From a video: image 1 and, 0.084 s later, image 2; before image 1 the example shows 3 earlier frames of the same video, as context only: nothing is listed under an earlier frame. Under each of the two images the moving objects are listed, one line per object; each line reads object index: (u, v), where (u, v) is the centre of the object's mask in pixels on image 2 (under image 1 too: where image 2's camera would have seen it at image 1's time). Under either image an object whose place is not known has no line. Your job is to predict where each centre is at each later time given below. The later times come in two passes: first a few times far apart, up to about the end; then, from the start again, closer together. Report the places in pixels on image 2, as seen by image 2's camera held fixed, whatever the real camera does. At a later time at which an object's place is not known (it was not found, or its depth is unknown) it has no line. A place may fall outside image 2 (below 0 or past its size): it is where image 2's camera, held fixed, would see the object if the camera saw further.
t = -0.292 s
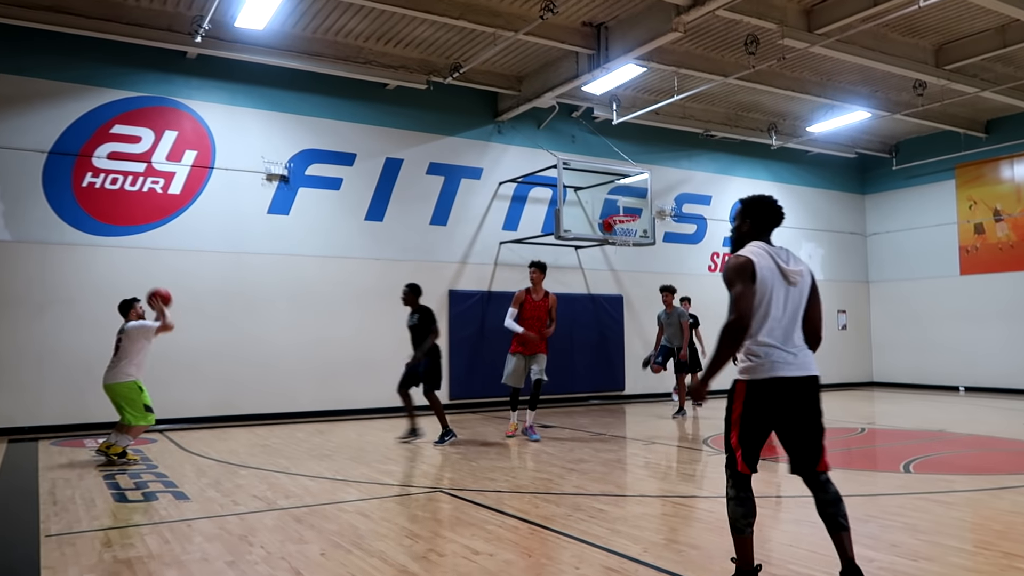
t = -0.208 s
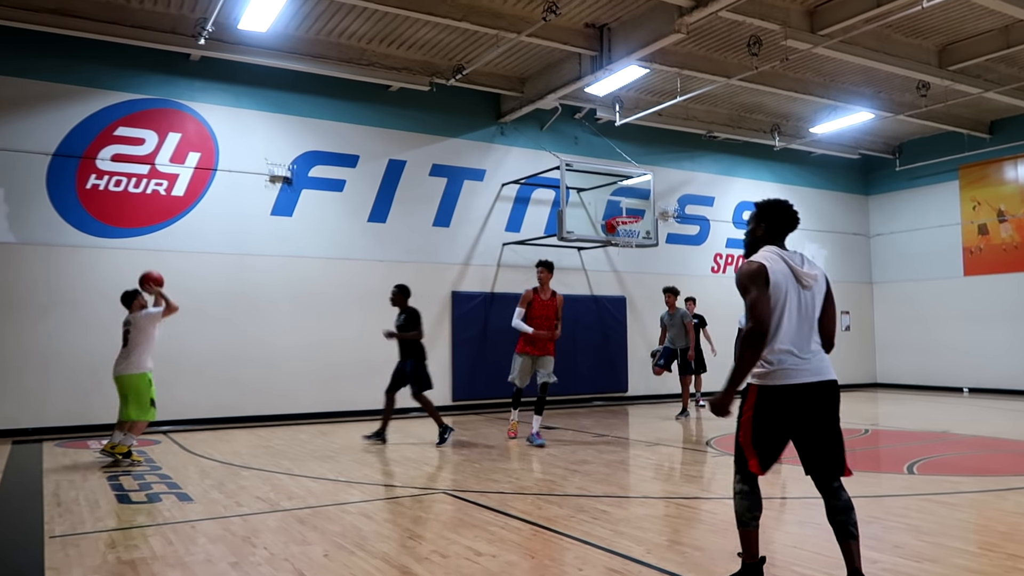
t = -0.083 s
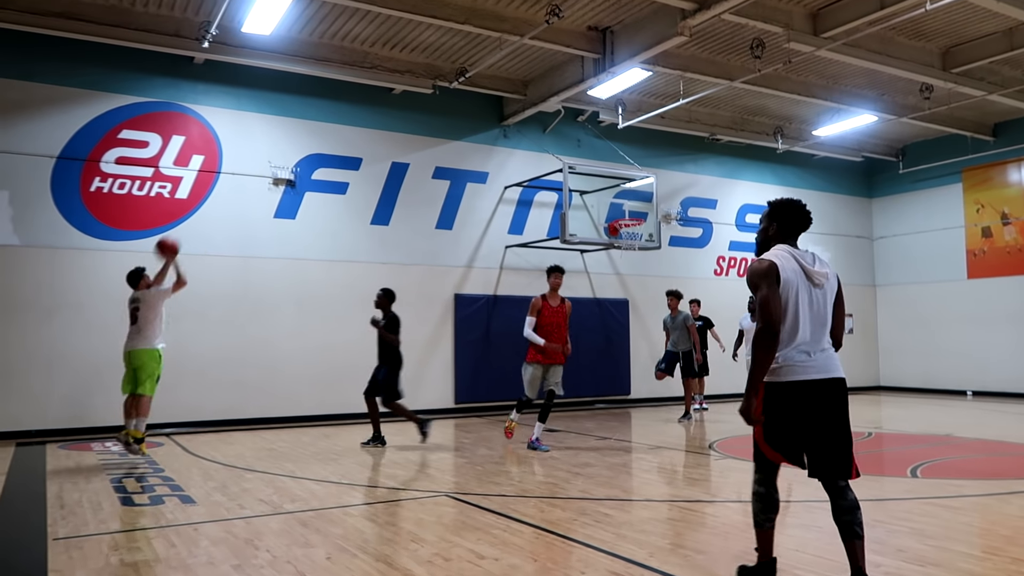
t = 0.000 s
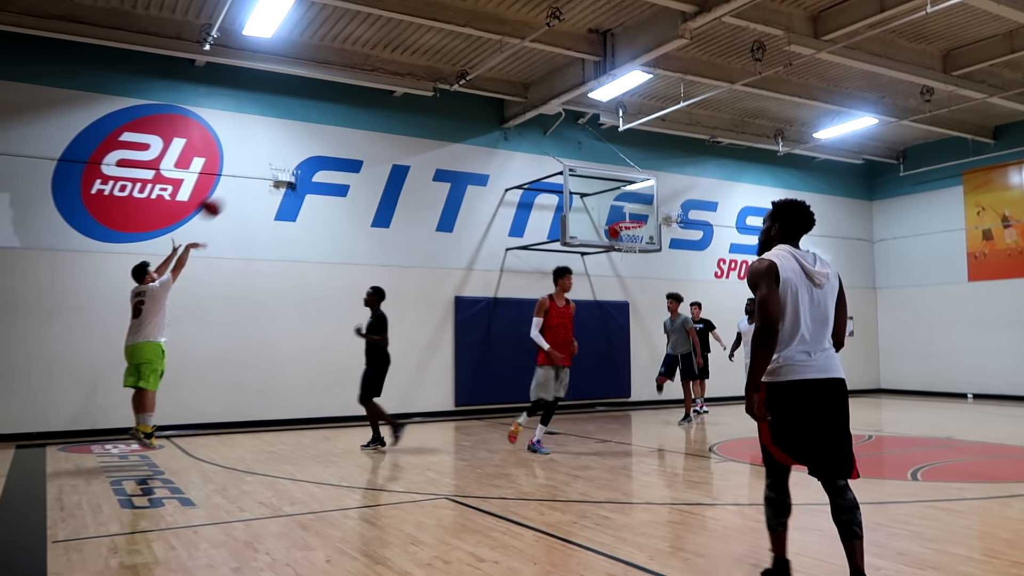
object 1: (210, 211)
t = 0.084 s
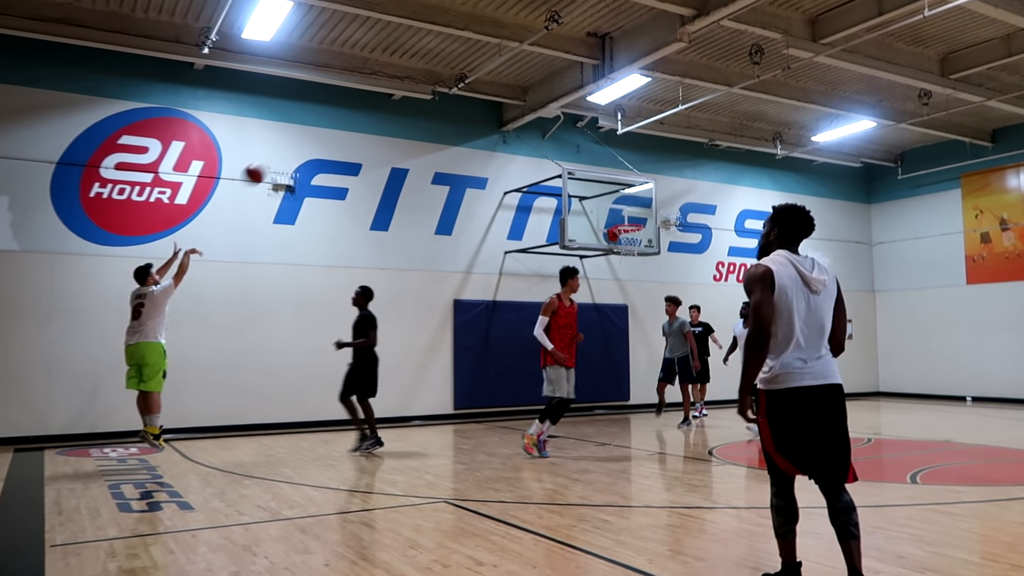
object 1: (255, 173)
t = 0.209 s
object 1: (315, 135)
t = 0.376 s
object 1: (385, 108)
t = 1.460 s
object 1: (678, 215)
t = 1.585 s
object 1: (706, 229)
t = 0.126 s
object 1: (275, 158)
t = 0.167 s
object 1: (296, 145)
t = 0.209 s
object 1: (315, 135)
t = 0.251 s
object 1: (333, 125)
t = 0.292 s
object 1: (351, 118)
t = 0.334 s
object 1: (368, 112)
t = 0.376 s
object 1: (385, 108)
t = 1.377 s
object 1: (659, 212)
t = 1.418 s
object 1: (669, 214)
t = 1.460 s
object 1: (678, 215)
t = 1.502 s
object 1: (687, 218)
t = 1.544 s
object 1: (696, 223)
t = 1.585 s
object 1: (706, 229)
